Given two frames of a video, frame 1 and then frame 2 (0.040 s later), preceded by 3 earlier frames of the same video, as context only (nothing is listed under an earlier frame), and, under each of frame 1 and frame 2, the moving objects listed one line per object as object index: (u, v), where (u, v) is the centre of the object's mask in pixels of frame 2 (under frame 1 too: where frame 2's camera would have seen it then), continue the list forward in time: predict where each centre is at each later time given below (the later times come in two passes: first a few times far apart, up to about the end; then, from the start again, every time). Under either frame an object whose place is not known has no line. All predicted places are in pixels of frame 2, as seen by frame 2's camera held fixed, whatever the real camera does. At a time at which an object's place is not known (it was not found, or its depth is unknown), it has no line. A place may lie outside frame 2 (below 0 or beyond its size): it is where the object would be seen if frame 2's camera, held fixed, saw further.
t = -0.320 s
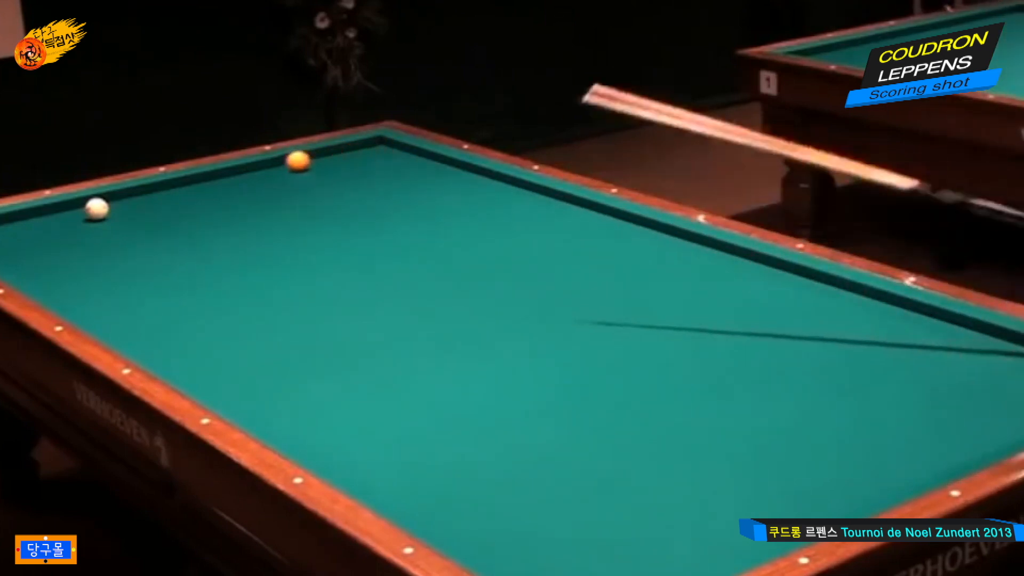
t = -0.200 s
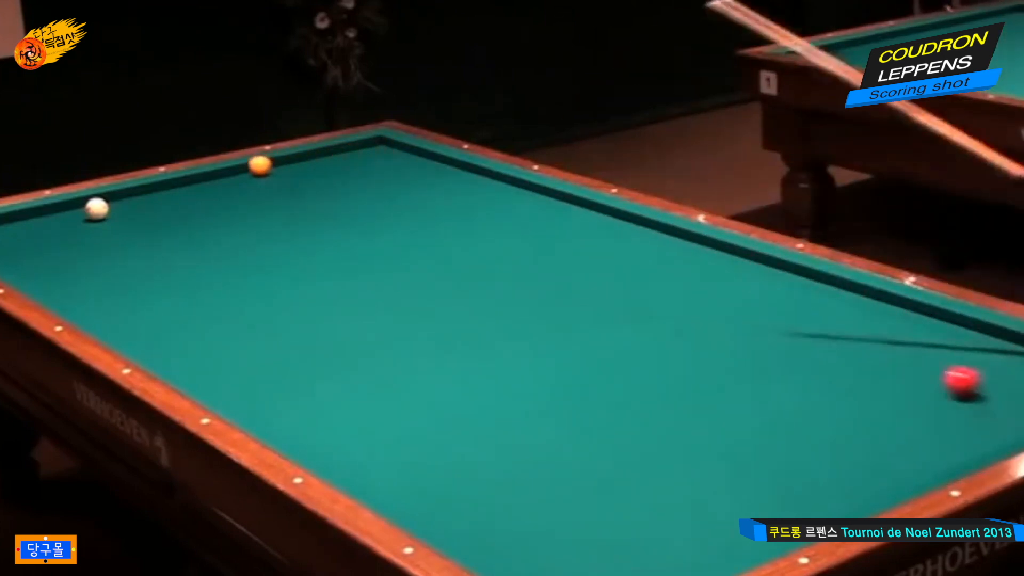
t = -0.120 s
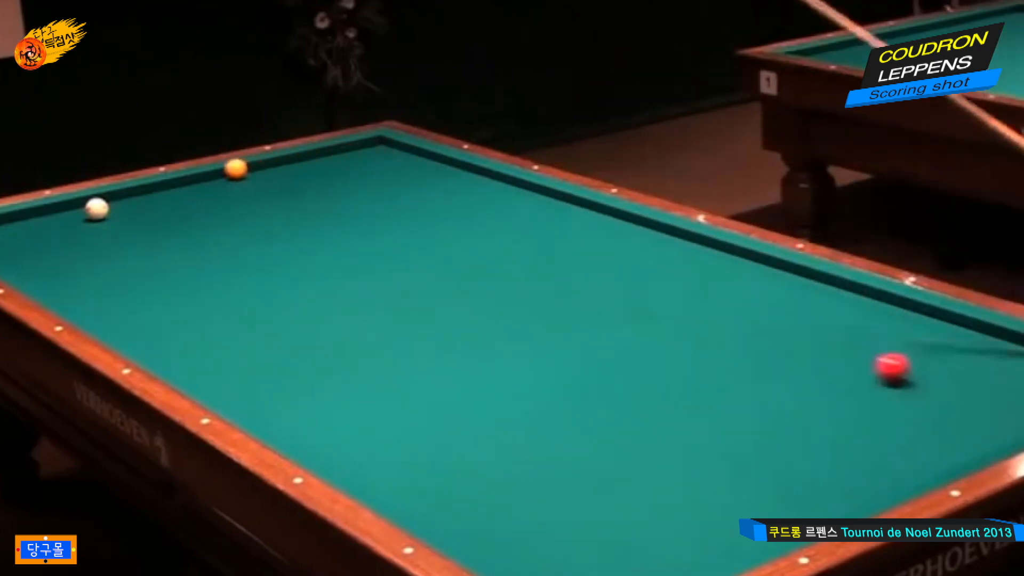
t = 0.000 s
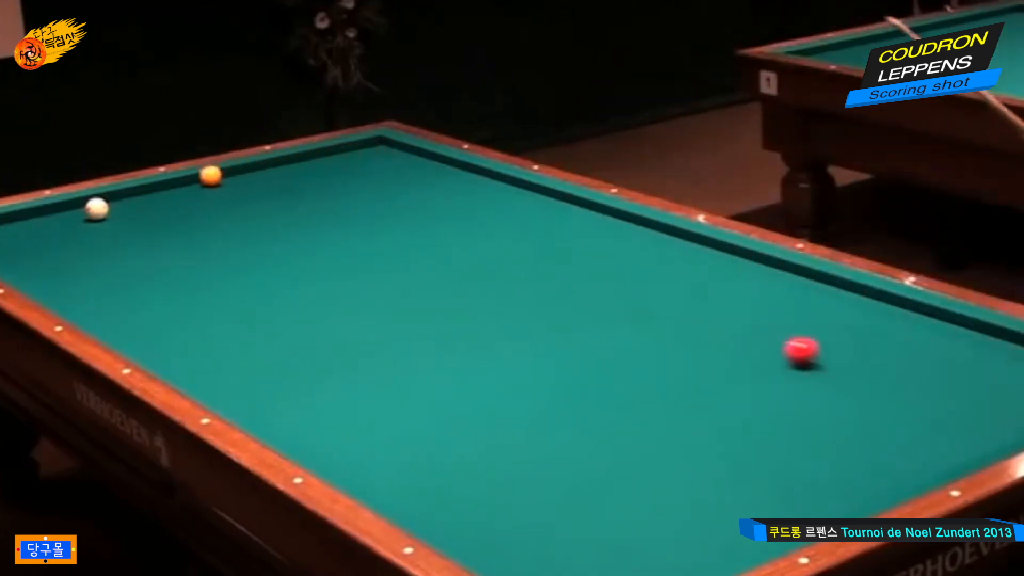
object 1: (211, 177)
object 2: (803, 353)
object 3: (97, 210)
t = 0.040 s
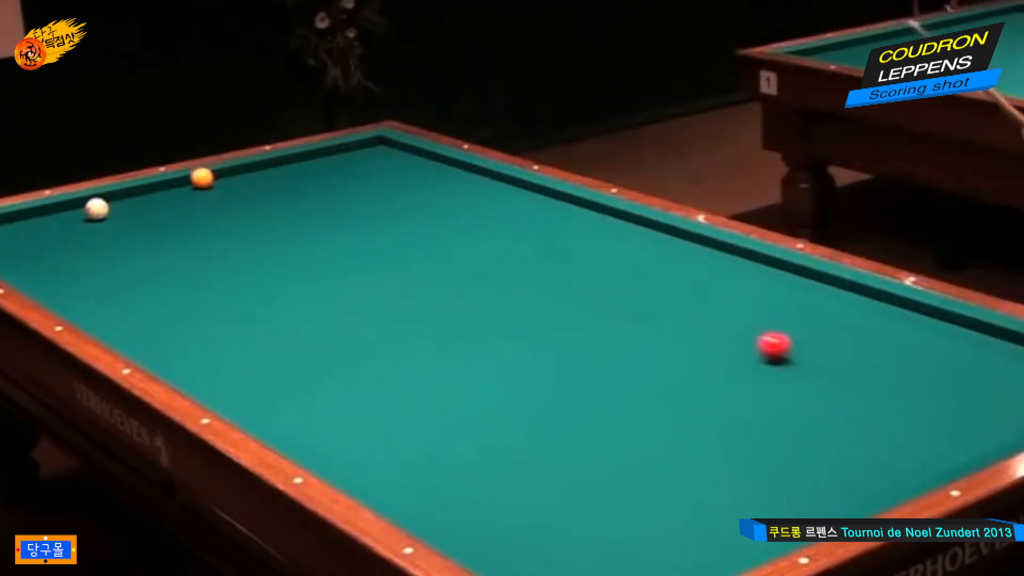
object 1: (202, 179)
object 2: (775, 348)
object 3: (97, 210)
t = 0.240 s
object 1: (158, 191)
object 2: (655, 328)
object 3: (97, 210)
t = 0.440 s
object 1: (114, 203)
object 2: (548, 311)
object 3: (97, 210)
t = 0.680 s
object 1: (87, 207)
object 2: (429, 292)
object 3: (66, 222)
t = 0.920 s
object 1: (62, 209)
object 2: (321, 274)
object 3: (39, 232)
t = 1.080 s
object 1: (46, 211)
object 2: (253, 263)
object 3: (20, 240)
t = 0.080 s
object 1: (194, 181)
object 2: (749, 344)
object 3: (97, 210)
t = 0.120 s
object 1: (185, 184)
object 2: (725, 340)
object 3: (97, 210)
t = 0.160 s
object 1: (176, 186)
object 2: (701, 336)
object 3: (97, 210)
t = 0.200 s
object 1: (167, 189)
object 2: (677, 332)
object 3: (97, 210)
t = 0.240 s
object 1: (158, 191)
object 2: (655, 328)
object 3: (97, 210)
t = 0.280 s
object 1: (149, 194)
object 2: (633, 324)
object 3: (97, 210)
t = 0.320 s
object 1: (140, 196)
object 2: (611, 321)
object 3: (97, 210)
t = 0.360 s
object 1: (131, 199)
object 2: (590, 317)
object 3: (97, 210)
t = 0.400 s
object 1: (121, 201)
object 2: (569, 314)
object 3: (97, 210)
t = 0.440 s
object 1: (114, 203)
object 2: (548, 311)
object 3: (97, 210)
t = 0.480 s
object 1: (109, 203)
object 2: (527, 308)
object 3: (91, 212)
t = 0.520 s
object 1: (105, 204)
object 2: (507, 304)
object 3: (86, 214)
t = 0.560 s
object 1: (100, 205)
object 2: (487, 301)
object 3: (80, 217)
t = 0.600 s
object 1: (96, 205)
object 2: (468, 298)
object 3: (76, 218)
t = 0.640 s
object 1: (92, 206)
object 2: (448, 295)
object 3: (71, 220)
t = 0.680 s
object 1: (87, 207)
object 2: (429, 292)
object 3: (66, 222)
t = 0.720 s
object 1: (83, 207)
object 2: (410, 289)
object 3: (62, 224)
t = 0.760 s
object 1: (78, 207)
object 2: (393, 286)
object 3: (57, 226)
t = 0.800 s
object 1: (74, 208)
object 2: (375, 283)
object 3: (53, 227)
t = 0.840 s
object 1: (70, 208)
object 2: (357, 280)
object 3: (48, 229)
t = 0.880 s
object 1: (66, 209)
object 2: (338, 277)
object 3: (43, 231)
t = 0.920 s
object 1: (62, 209)
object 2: (321, 274)
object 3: (39, 232)
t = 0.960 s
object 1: (58, 210)
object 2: (304, 271)
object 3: (34, 235)
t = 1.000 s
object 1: (54, 210)
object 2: (286, 269)
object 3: (30, 237)
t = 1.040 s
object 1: (50, 211)
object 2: (271, 266)
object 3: (25, 238)
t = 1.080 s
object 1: (46, 211)
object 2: (253, 263)
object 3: (20, 240)
